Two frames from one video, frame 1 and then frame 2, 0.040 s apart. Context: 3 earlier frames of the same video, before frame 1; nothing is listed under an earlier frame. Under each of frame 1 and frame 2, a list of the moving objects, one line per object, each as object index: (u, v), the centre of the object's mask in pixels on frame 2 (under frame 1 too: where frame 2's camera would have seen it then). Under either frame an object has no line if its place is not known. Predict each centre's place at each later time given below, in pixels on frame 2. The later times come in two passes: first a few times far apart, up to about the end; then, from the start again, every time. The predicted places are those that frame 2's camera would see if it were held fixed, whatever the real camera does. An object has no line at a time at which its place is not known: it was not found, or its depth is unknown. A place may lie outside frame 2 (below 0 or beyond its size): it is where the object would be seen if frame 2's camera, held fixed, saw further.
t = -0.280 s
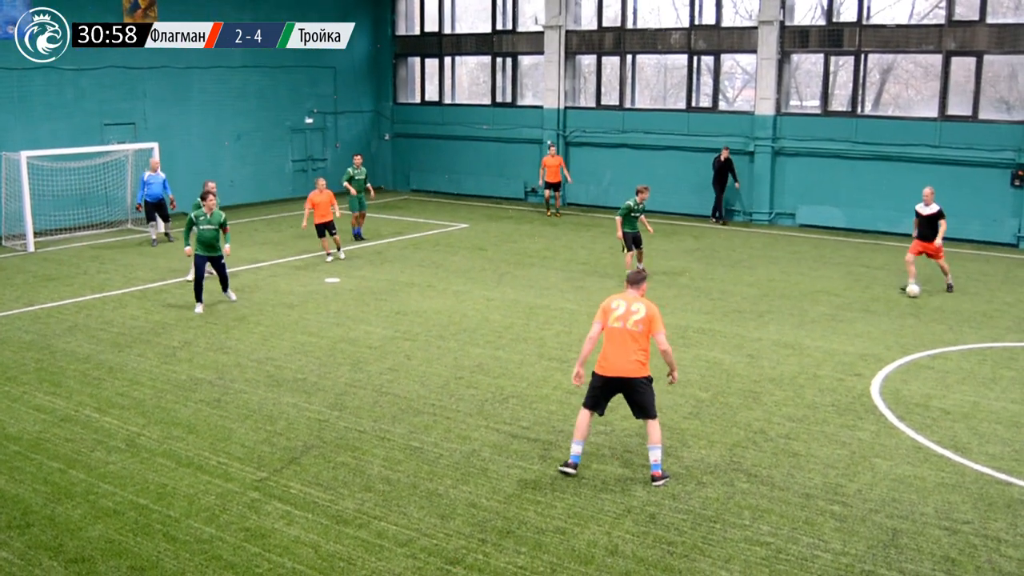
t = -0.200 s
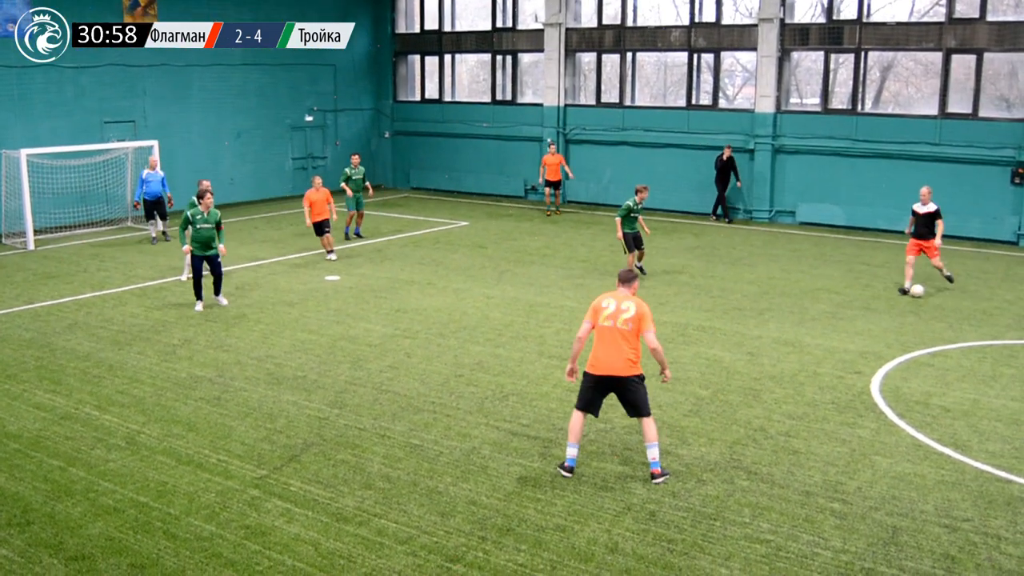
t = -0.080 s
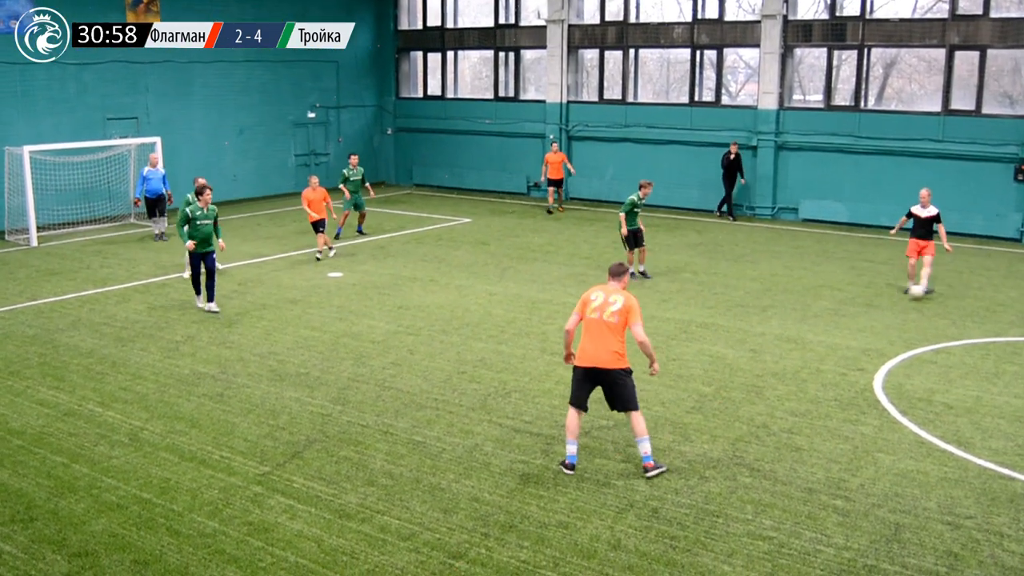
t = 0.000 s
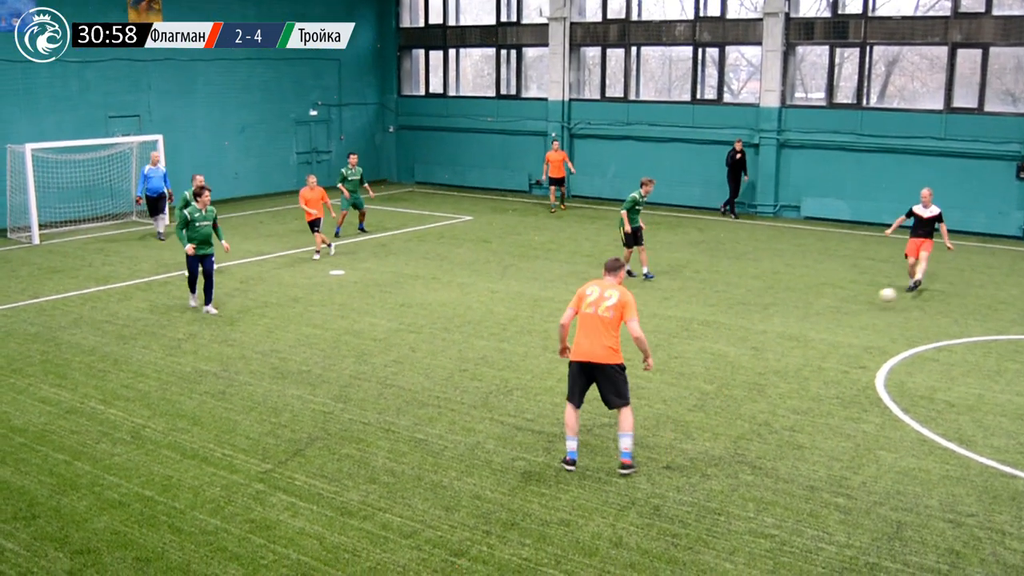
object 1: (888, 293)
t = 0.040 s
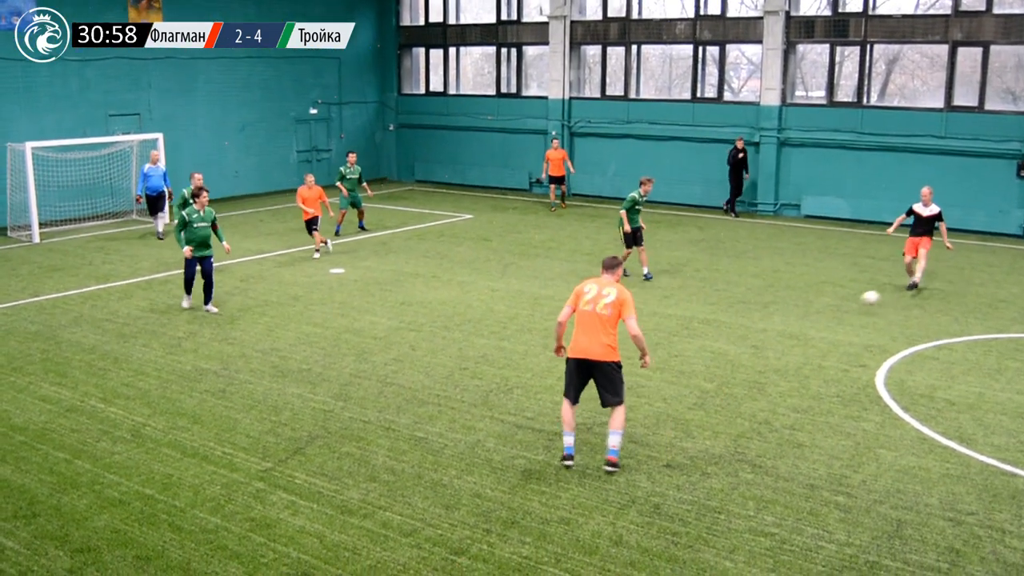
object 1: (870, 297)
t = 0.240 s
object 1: (771, 342)
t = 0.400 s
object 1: (686, 369)
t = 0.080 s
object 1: (852, 303)
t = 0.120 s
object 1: (833, 311)
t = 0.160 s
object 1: (813, 321)
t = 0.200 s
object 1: (793, 333)
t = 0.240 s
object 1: (771, 342)
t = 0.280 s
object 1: (752, 346)
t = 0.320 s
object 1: (731, 352)
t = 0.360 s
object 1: (709, 359)
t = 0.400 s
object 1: (686, 369)
